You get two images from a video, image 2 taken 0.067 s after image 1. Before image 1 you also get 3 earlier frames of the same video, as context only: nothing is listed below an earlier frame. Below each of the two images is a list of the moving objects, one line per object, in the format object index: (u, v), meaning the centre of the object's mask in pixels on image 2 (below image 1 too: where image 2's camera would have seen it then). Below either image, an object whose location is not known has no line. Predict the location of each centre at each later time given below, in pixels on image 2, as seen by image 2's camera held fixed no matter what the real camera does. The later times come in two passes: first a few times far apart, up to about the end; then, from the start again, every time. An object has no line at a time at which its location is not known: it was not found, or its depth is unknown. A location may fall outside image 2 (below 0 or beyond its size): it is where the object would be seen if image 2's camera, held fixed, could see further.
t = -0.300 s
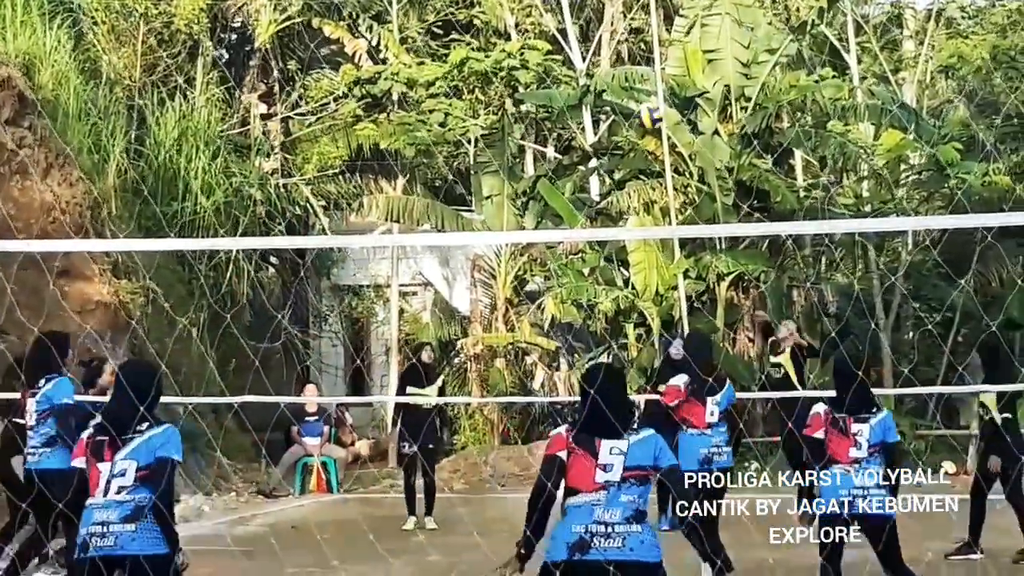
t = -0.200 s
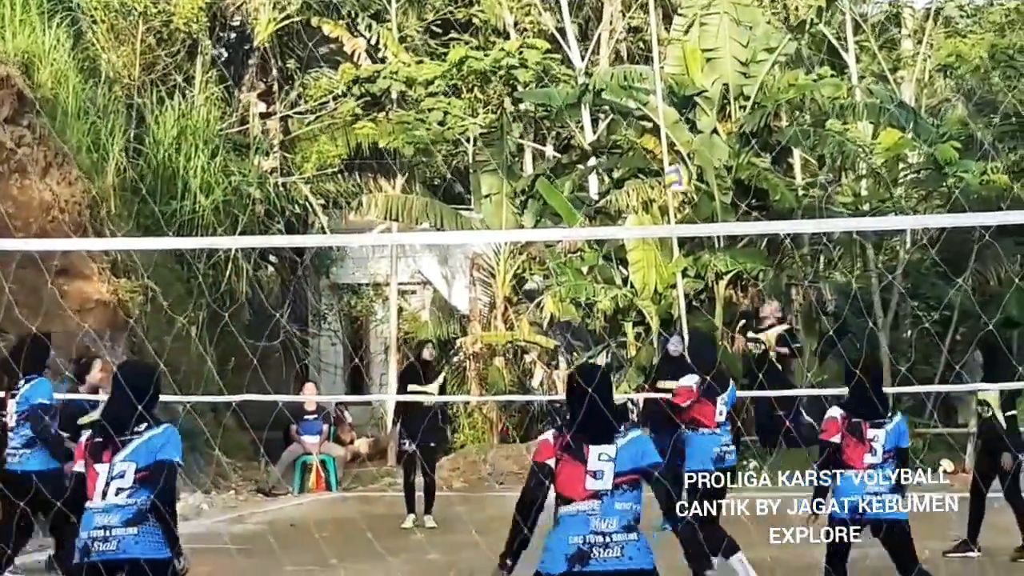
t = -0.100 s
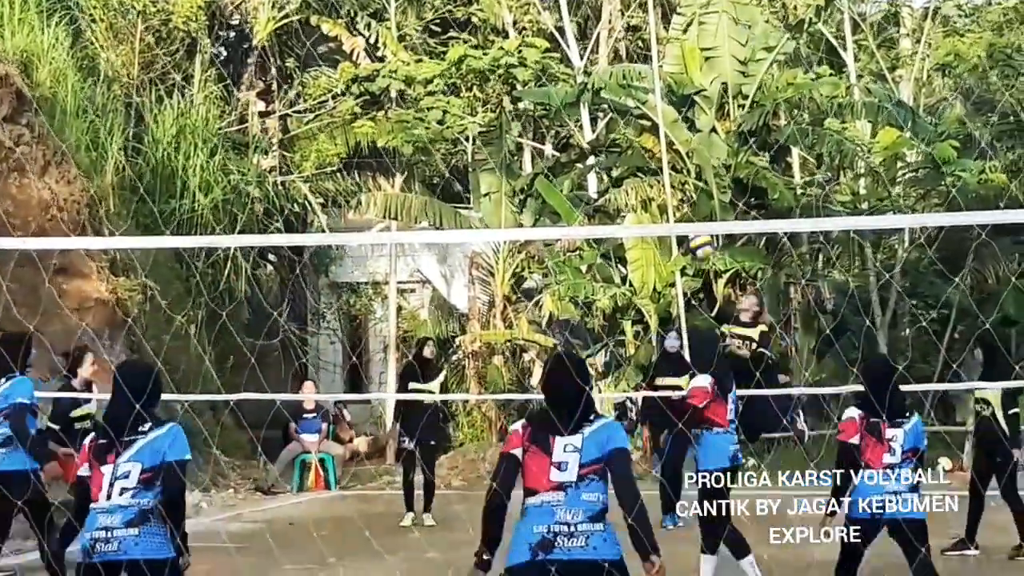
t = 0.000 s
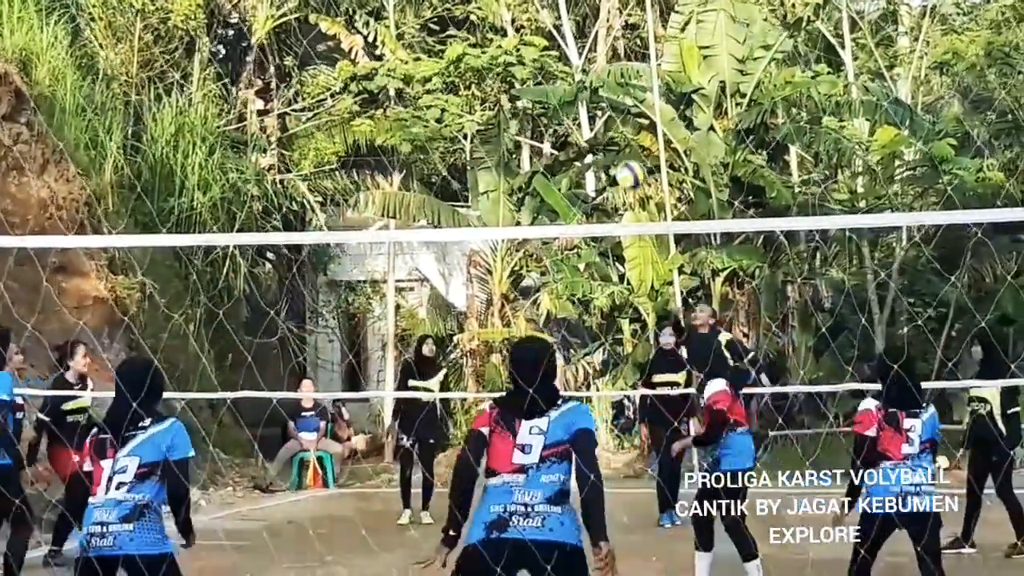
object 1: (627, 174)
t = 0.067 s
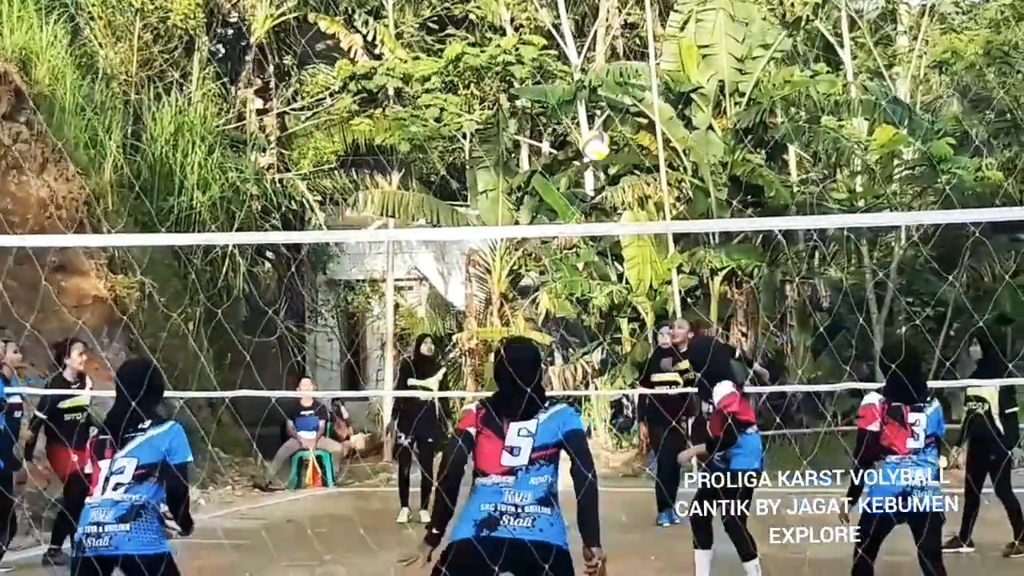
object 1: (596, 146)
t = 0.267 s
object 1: (478, 87)
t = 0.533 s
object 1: (284, 102)
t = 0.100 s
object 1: (577, 132)
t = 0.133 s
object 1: (559, 120)
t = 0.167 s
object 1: (537, 110)
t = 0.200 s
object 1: (518, 101)
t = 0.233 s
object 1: (498, 93)
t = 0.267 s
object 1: (478, 87)
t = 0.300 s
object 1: (458, 82)
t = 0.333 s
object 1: (436, 79)
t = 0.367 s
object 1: (413, 77)
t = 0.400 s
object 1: (388, 79)
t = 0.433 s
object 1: (364, 82)
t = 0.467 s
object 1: (338, 87)
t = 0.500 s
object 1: (312, 92)
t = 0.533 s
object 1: (284, 102)
